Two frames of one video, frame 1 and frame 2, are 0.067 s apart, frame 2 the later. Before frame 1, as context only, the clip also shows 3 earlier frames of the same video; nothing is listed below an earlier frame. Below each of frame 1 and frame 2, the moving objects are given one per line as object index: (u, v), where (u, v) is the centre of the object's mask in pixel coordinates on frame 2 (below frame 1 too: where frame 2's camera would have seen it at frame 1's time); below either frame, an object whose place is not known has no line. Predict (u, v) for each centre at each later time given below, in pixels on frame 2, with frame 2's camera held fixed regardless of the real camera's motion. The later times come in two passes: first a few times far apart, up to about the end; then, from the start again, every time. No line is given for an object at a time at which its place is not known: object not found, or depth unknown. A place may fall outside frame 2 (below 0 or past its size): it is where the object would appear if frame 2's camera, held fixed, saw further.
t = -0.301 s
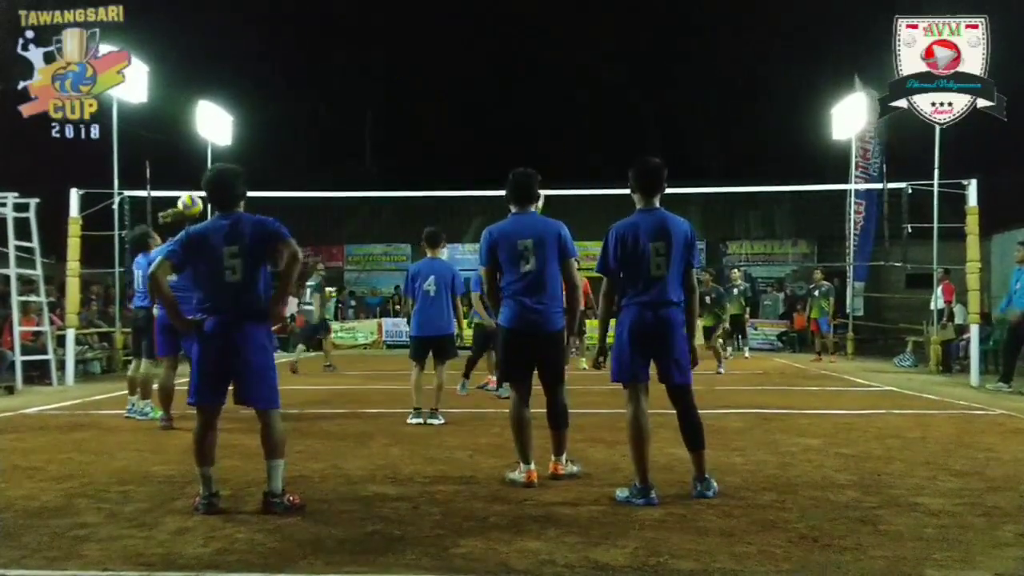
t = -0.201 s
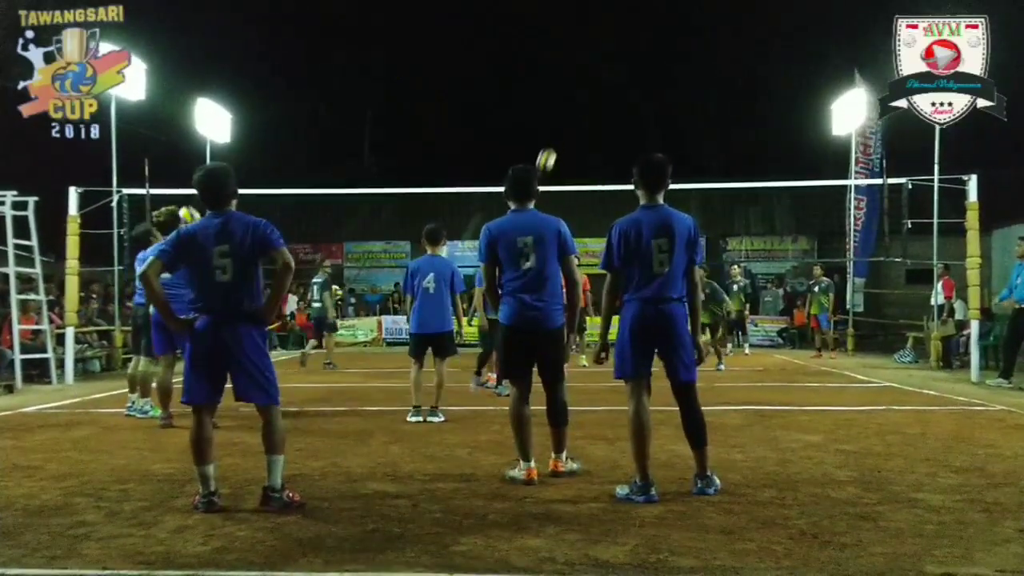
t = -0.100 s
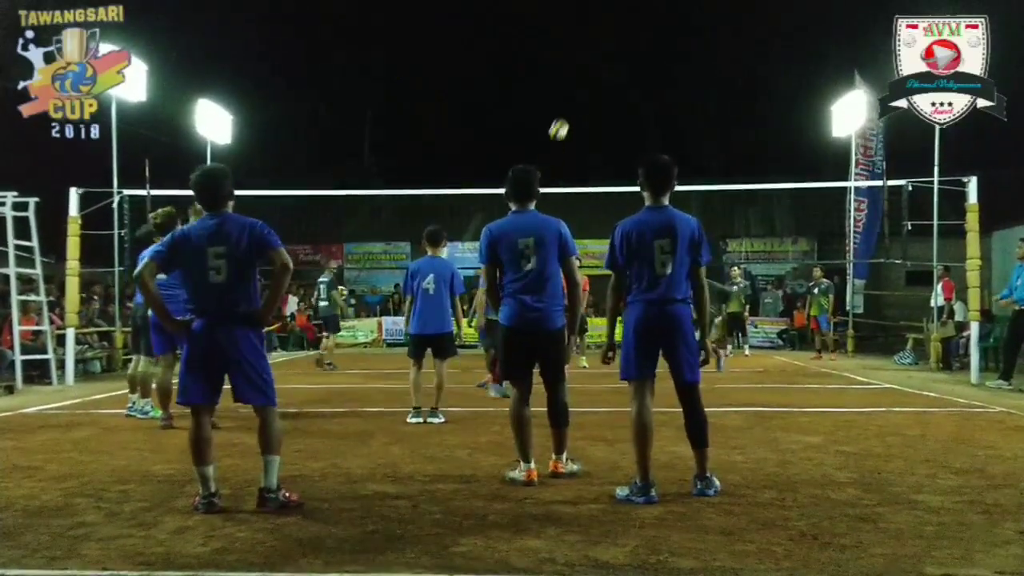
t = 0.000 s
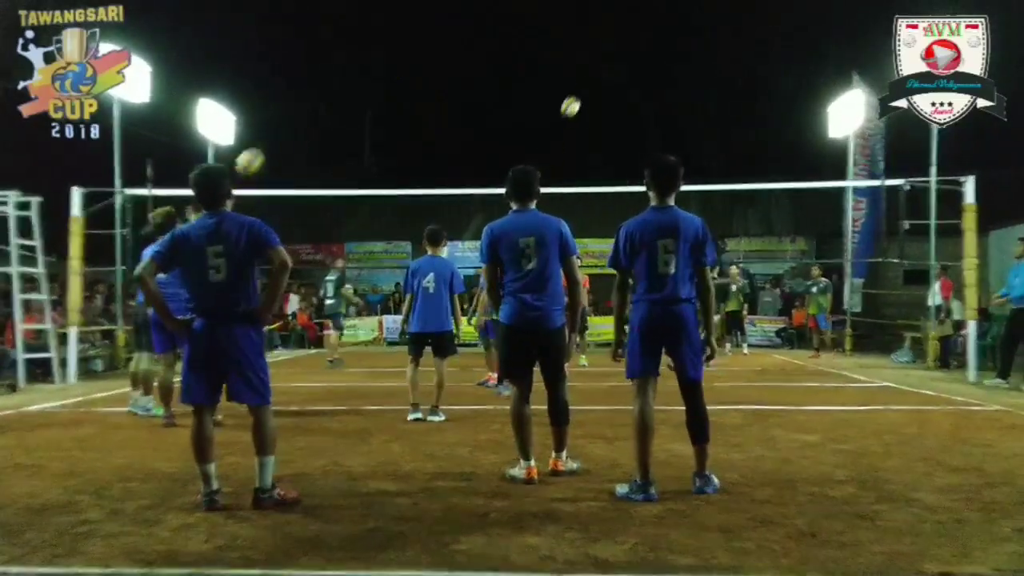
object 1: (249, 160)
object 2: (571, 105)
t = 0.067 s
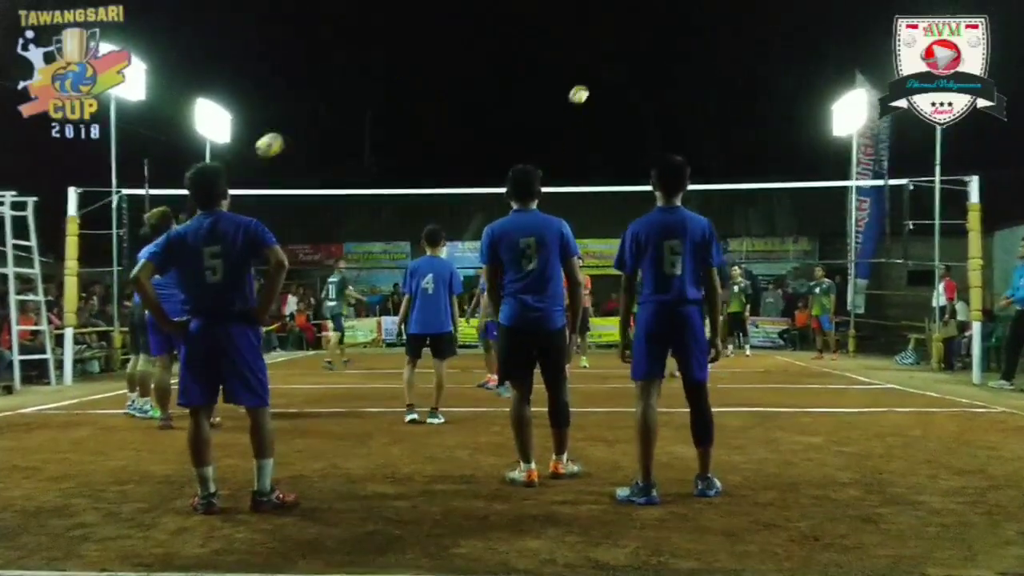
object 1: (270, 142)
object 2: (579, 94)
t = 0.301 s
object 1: (342, 124)
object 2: (605, 82)
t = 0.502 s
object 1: (396, 146)
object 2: (627, 104)
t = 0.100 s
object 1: (281, 135)
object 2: (583, 89)
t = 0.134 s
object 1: (292, 130)
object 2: (586, 86)
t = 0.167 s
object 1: (303, 126)
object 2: (590, 84)
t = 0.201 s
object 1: (313, 125)
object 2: (594, 82)
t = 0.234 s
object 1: (322, 123)
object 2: (598, 81)
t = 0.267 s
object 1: (333, 123)
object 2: (601, 81)
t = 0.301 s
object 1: (342, 124)
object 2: (605, 82)
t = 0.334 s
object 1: (352, 125)
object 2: (609, 84)
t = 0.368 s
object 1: (360, 126)
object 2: (612, 86)
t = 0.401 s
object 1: (370, 130)
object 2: (616, 90)
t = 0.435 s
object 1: (378, 134)
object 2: (620, 94)
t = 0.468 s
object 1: (387, 138)
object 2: (624, 99)
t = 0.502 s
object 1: (396, 146)
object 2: (627, 104)
